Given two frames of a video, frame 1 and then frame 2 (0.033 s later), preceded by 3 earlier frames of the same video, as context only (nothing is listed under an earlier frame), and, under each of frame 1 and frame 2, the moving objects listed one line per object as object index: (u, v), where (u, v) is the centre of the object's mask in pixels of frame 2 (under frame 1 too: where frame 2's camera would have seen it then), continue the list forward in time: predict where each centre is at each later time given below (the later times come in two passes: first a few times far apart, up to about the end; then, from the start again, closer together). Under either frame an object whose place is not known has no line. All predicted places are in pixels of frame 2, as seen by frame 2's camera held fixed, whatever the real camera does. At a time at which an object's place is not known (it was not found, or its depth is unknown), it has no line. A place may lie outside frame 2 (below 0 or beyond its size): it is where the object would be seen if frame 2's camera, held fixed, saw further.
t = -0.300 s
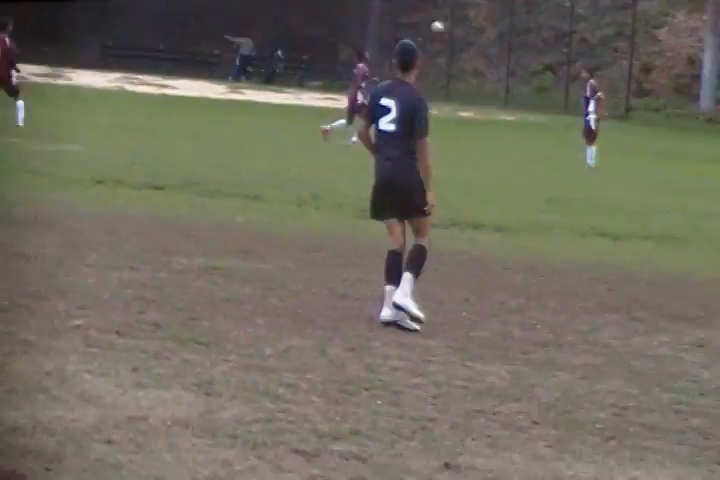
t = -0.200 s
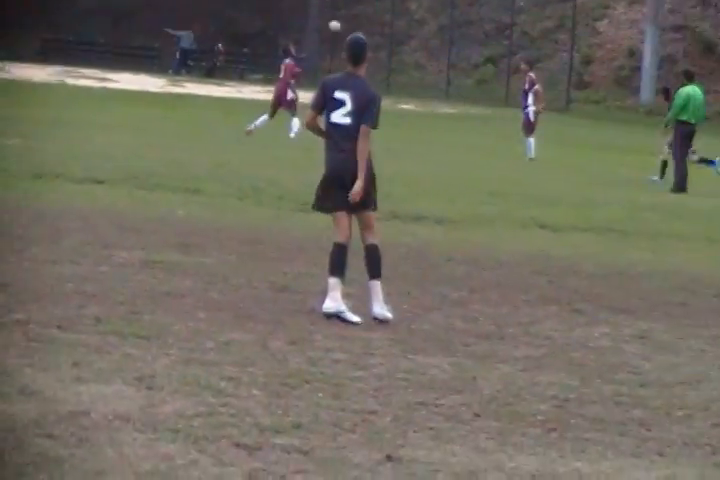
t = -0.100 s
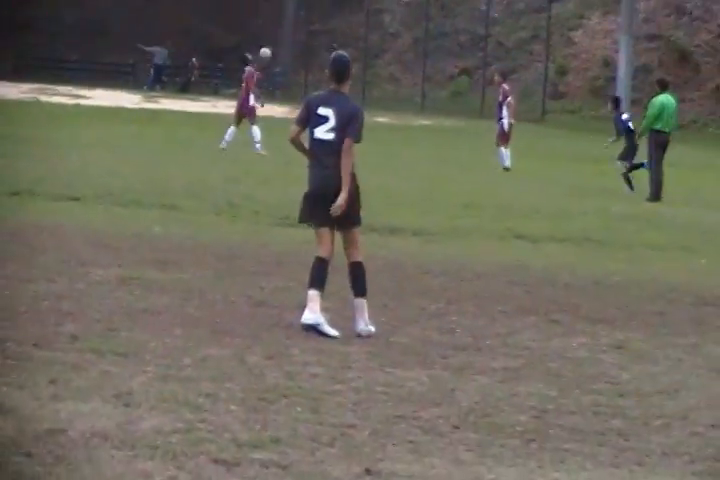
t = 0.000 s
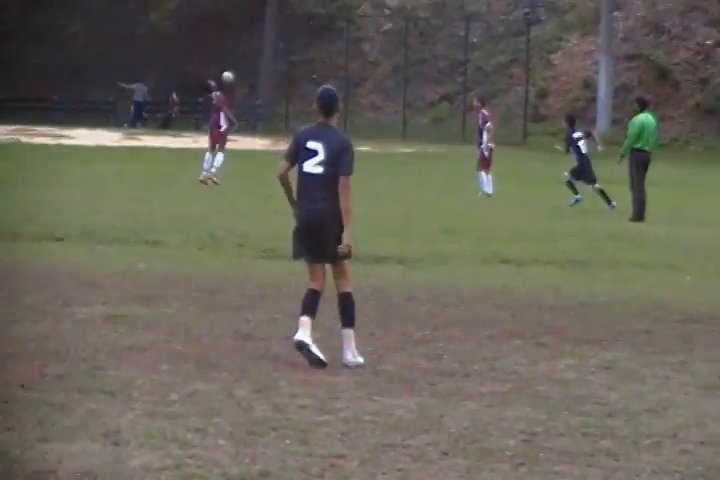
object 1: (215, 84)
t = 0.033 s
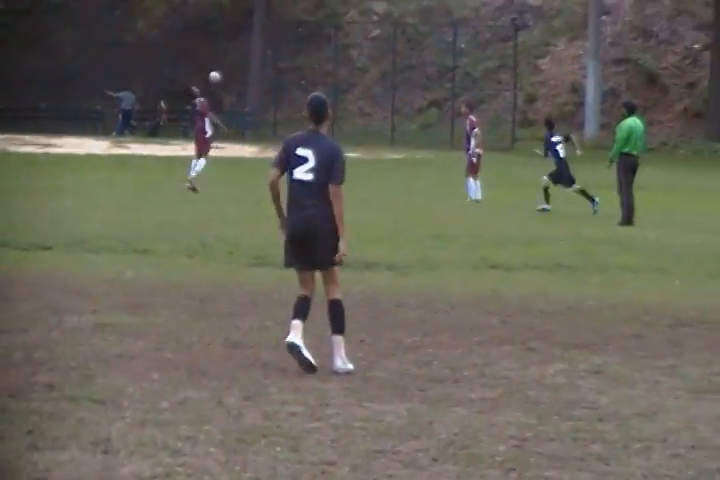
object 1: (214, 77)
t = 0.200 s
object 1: (211, 48)
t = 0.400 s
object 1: (206, 37)
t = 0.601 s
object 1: (200, 52)
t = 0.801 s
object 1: (193, 87)
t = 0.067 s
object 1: (213, 69)
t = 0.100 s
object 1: (213, 63)
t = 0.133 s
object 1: (212, 58)
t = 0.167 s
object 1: (212, 52)
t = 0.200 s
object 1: (211, 48)
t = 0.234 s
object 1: (211, 44)
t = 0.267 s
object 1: (210, 41)
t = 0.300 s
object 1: (208, 38)
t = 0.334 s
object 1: (208, 37)
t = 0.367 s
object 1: (207, 37)
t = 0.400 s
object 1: (206, 37)
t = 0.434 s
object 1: (206, 38)
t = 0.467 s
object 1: (204, 39)
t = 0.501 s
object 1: (203, 41)
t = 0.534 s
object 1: (202, 44)
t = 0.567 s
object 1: (202, 47)
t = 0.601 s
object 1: (200, 52)
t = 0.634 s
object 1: (199, 56)
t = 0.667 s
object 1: (198, 61)
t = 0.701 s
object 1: (197, 66)
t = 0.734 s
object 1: (196, 73)
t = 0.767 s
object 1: (194, 80)
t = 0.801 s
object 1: (193, 87)
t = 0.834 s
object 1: (192, 95)
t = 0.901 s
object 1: (189, 112)
